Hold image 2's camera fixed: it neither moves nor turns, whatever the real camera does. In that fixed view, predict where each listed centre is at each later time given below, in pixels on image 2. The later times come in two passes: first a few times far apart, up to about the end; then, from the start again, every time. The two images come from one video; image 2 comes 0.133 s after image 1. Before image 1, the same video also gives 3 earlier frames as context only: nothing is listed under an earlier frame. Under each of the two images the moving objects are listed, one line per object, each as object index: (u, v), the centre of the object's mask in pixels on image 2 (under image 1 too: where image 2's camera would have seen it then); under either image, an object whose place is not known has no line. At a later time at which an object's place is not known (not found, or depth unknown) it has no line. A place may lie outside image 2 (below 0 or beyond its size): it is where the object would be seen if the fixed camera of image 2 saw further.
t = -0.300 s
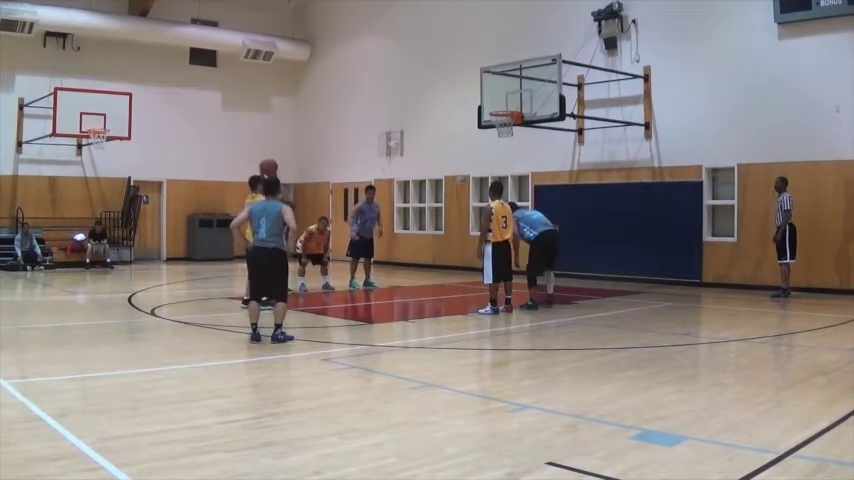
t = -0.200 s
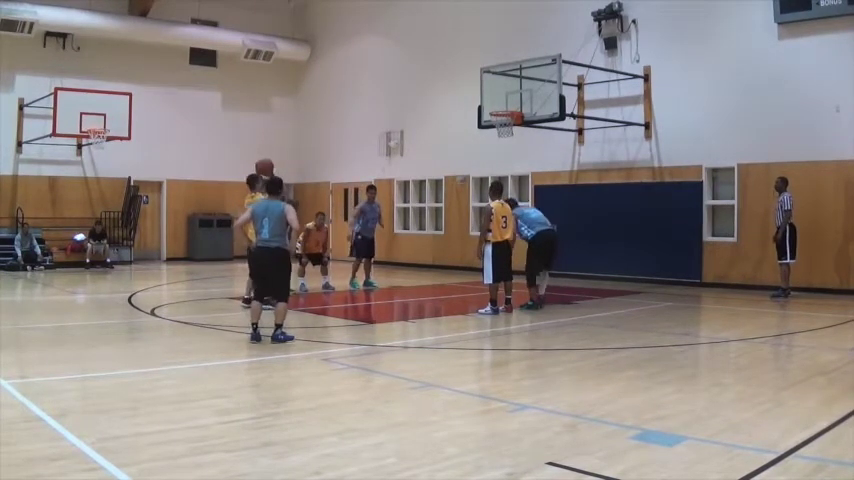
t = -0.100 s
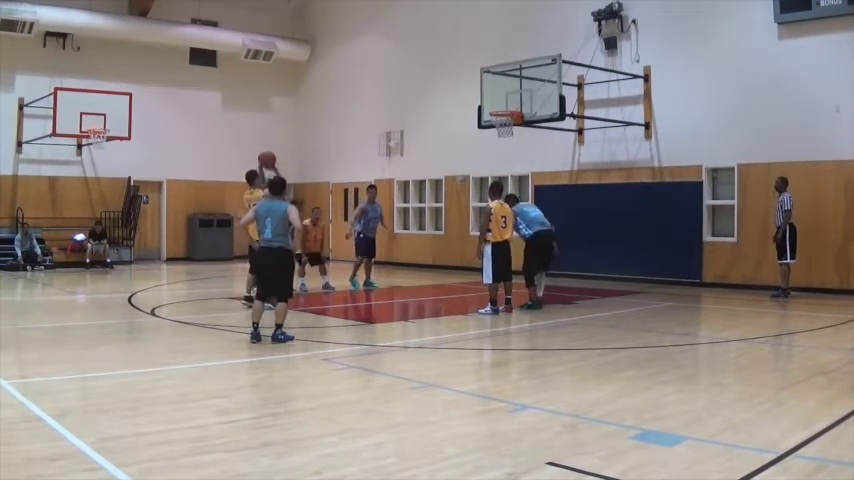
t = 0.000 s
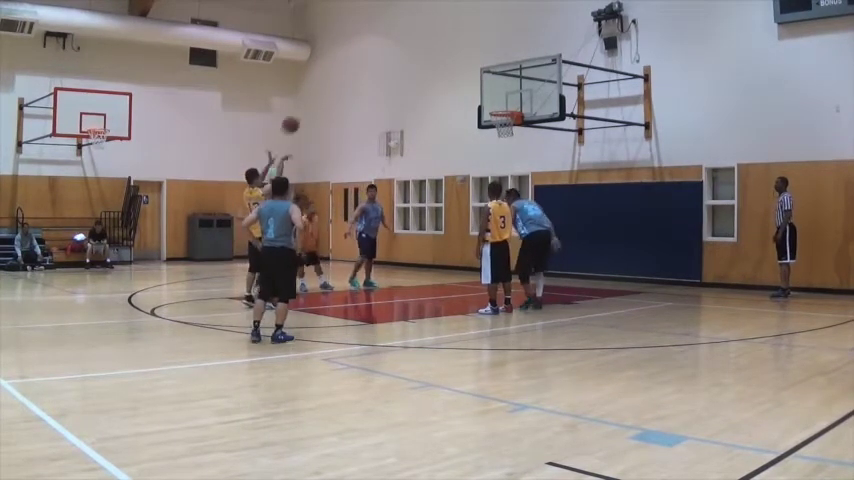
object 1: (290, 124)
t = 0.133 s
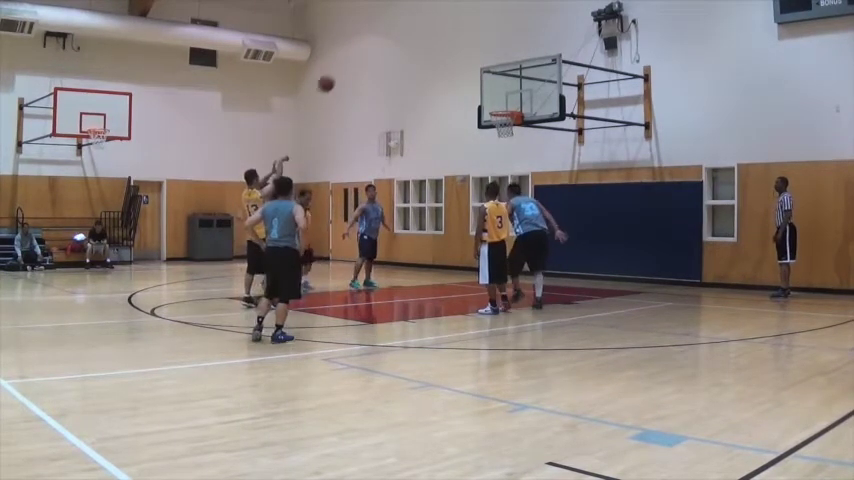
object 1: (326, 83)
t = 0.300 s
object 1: (366, 52)
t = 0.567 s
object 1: (425, 41)
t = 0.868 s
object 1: (482, 79)
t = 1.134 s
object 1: (499, 96)
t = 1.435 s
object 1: (482, 78)
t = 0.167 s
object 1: (334, 75)
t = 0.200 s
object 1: (342, 68)
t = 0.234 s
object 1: (351, 62)
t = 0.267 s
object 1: (359, 56)
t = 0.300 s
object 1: (366, 52)
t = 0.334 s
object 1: (374, 48)
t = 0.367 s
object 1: (381, 45)
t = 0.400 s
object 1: (389, 42)
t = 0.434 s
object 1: (396, 41)
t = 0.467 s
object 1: (404, 40)
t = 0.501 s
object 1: (411, 39)
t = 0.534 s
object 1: (418, 40)
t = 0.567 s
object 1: (425, 41)
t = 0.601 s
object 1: (431, 43)
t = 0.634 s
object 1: (438, 46)
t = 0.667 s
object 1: (445, 48)
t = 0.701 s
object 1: (451, 52)
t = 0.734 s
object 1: (458, 56)
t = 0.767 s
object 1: (464, 61)
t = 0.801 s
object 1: (470, 67)
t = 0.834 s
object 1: (476, 73)
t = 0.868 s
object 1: (482, 79)
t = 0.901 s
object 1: (488, 87)
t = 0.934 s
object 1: (494, 94)
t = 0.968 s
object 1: (500, 102)
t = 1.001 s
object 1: (505, 108)
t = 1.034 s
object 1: (504, 108)
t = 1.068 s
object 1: (503, 106)
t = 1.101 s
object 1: (501, 102)
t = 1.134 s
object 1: (499, 96)
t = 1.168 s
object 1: (497, 91)
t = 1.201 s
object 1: (495, 88)
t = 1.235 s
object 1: (493, 85)
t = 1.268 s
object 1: (491, 82)
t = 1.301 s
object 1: (489, 80)
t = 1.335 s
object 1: (487, 79)
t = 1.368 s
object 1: (485, 78)
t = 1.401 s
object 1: (483, 78)
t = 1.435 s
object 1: (482, 78)
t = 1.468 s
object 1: (480, 79)
